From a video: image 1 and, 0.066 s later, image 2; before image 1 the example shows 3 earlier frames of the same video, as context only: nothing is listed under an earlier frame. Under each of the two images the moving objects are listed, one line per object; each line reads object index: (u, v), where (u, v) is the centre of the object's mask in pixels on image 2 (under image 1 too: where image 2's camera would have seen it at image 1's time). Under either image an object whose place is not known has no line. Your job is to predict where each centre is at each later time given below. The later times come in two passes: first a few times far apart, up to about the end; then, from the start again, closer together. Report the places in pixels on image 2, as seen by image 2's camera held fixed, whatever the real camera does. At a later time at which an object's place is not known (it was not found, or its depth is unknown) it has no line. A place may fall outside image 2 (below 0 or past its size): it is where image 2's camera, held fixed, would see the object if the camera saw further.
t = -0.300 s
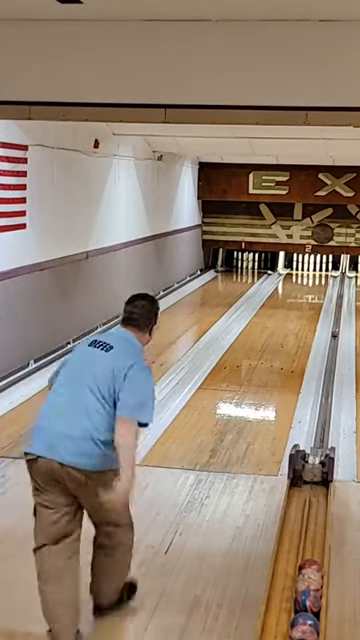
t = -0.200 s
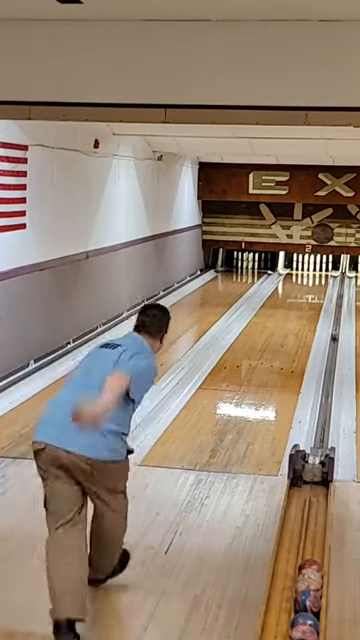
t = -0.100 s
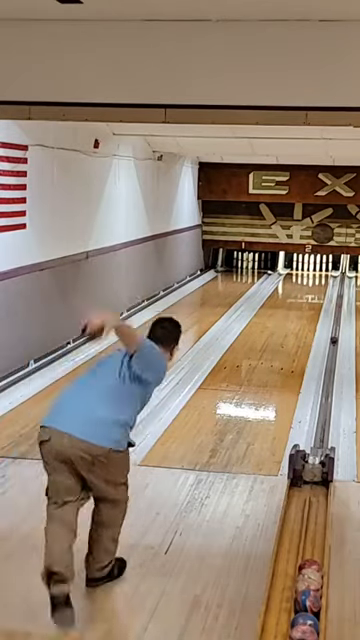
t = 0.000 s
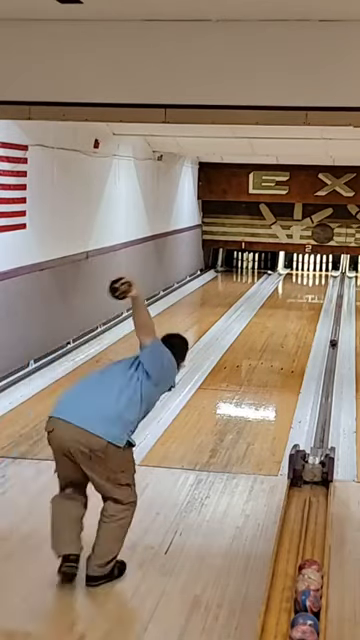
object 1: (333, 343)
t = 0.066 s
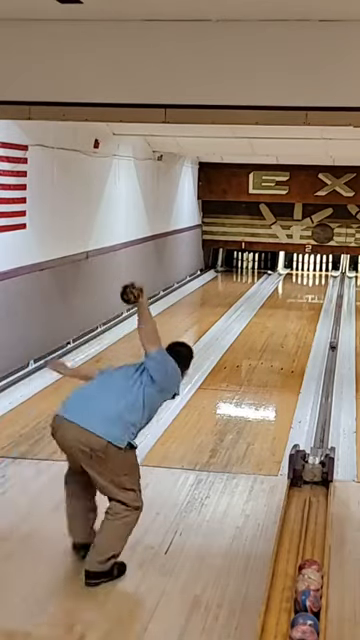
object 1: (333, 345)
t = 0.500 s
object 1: (330, 363)
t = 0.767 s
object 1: (329, 372)
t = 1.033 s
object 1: (327, 385)
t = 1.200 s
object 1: (326, 393)
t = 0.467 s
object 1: (331, 359)
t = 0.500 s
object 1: (330, 363)
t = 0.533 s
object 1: (330, 364)
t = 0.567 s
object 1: (330, 364)
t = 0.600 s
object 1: (330, 365)
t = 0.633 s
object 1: (330, 367)
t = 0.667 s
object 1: (329, 369)
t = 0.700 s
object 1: (329, 369)
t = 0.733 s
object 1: (329, 371)
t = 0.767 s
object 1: (329, 372)
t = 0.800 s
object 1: (329, 374)
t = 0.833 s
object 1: (329, 375)
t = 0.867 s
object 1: (328, 376)
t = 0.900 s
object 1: (328, 379)
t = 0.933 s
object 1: (328, 380)
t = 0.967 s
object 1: (327, 381)
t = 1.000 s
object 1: (327, 383)
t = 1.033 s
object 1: (327, 385)
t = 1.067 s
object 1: (327, 386)
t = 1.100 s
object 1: (327, 389)
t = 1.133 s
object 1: (327, 390)
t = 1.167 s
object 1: (326, 391)
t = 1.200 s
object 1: (326, 393)
